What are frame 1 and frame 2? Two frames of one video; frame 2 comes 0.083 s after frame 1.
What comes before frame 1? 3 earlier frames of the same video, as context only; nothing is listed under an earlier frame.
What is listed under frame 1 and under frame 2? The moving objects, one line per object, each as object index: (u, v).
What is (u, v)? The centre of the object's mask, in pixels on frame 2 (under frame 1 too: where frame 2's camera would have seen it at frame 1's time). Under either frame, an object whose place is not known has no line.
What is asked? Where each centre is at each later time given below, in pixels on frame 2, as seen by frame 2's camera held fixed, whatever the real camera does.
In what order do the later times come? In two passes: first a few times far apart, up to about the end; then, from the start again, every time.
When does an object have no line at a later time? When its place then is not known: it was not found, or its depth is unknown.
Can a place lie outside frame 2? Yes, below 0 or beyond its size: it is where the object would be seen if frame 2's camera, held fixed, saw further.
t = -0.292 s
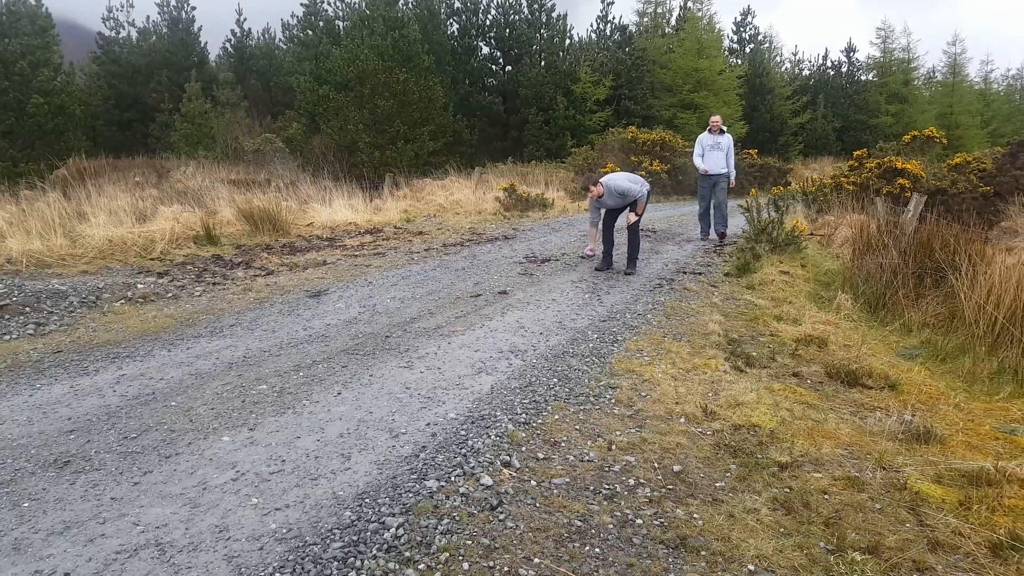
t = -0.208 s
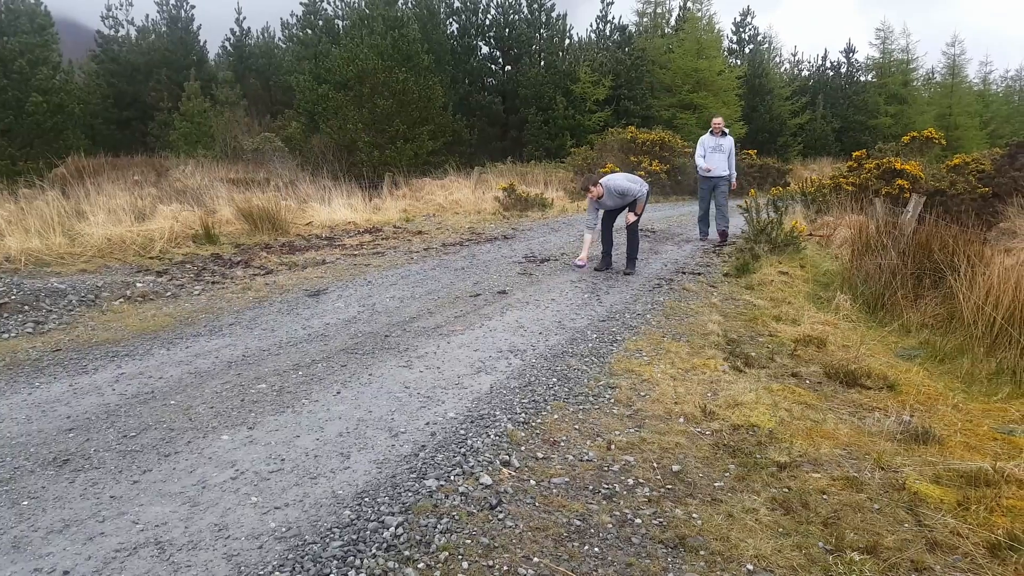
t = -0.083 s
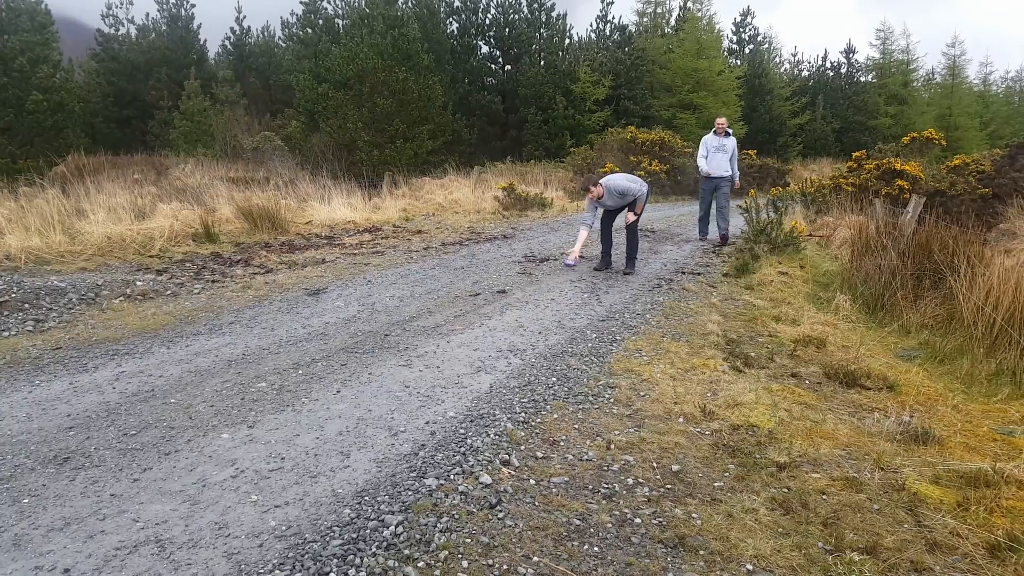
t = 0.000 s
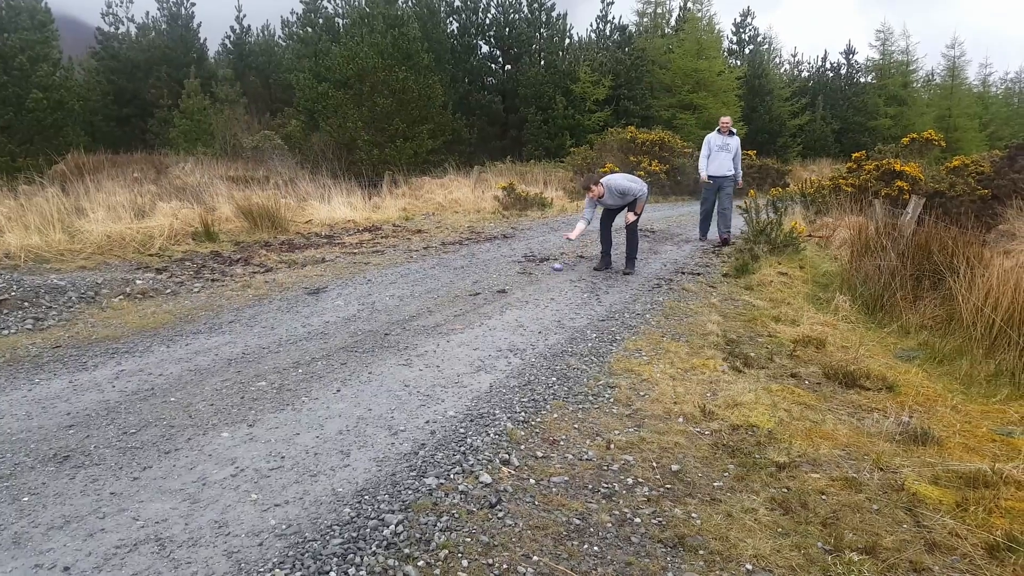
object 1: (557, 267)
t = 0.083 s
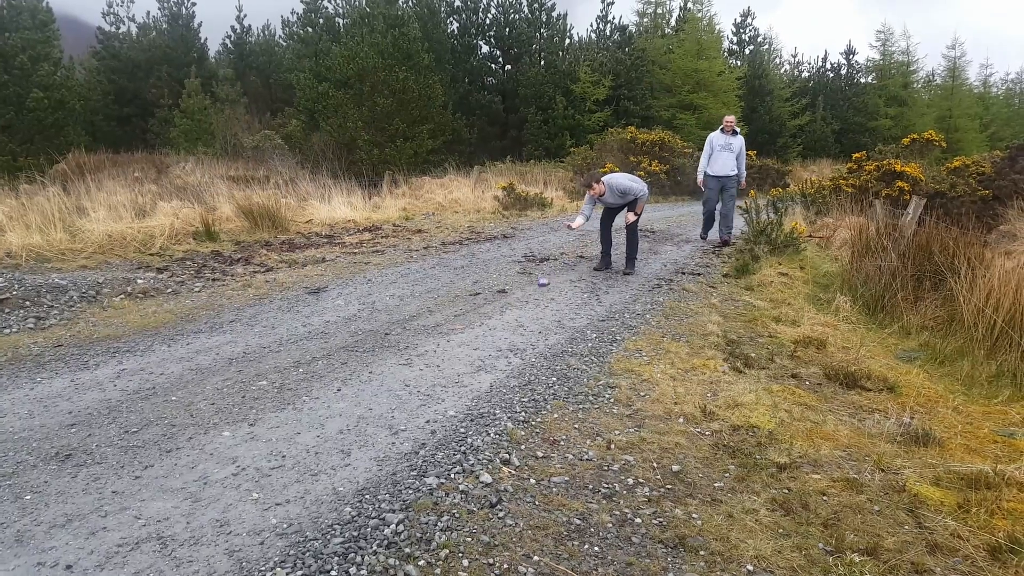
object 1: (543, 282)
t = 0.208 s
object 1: (532, 298)
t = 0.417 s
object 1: (517, 314)
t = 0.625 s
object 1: (499, 328)
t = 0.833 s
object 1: (489, 339)
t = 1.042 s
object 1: (487, 354)
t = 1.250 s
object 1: (487, 360)
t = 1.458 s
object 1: (489, 364)
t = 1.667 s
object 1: (495, 365)
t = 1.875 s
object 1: (493, 367)
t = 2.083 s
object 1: (493, 367)
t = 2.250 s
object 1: (493, 367)
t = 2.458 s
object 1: (492, 367)
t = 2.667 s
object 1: (493, 367)
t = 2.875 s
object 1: (492, 368)
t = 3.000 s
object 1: (490, 368)
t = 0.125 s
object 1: (538, 290)
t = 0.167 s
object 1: (533, 298)
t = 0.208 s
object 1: (532, 298)
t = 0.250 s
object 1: (529, 299)
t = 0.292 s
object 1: (524, 304)
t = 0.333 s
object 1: (522, 310)
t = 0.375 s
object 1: (520, 312)
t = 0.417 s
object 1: (517, 314)
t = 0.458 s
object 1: (515, 317)
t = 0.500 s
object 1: (510, 320)
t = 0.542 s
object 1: (505, 324)
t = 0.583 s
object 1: (503, 327)
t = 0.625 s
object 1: (499, 328)
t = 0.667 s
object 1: (497, 330)
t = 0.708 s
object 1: (495, 333)
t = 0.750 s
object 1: (493, 334)
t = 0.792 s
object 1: (491, 336)
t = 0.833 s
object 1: (489, 339)
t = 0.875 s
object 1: (487, 342)
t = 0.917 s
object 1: (487, 347)
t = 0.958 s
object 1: (486, 348)
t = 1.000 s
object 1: (486, 349)
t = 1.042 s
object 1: (487, 354)
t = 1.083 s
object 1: (489, 355)
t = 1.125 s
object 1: (489, 357)
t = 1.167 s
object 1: (489, 359)
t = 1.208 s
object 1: (488, 360)
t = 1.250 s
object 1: (487, 360)
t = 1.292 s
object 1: (487, 361)
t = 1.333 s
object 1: (487, 362)
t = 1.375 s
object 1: (488, 363)
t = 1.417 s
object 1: (489, 363)
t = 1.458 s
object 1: (489, 364)
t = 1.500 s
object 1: (495, 365)
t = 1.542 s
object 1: (491, 365)
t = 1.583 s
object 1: (496, 366)
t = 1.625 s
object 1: (496, 365)
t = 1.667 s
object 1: (495, 365)
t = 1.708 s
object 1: (495, 365)
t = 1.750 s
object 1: (494, 368)
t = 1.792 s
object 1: (494, 366)
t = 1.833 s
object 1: (494, 368)
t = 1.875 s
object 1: (493, 367)
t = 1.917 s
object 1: (493, 367)
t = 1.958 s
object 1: (493, 367)
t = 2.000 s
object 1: (494, 367)
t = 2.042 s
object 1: (494, 367)
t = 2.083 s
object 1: (493, 367)
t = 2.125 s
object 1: (493, 367)
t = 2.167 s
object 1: (493, 367)
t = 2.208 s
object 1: (493, 367)
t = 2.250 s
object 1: (493, 367)
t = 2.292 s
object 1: (492, 367)
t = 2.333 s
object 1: (491, 368)
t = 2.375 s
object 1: (489, 368)
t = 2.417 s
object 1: (493, 368)
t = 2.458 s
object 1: (492, 367)
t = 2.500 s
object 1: (492, 368)
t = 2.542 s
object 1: (492, 367)
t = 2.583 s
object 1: (492, 367)
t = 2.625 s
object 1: (492, 367)
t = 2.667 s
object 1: (493, 367)
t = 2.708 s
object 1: (492, 367)
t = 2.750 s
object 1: (492, 368)
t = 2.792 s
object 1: (493, 367)
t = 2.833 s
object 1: (492, 368)
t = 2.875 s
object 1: (492, 368)
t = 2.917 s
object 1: (493, 368)
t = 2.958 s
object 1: (492, 368)
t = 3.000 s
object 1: (490, 368)
